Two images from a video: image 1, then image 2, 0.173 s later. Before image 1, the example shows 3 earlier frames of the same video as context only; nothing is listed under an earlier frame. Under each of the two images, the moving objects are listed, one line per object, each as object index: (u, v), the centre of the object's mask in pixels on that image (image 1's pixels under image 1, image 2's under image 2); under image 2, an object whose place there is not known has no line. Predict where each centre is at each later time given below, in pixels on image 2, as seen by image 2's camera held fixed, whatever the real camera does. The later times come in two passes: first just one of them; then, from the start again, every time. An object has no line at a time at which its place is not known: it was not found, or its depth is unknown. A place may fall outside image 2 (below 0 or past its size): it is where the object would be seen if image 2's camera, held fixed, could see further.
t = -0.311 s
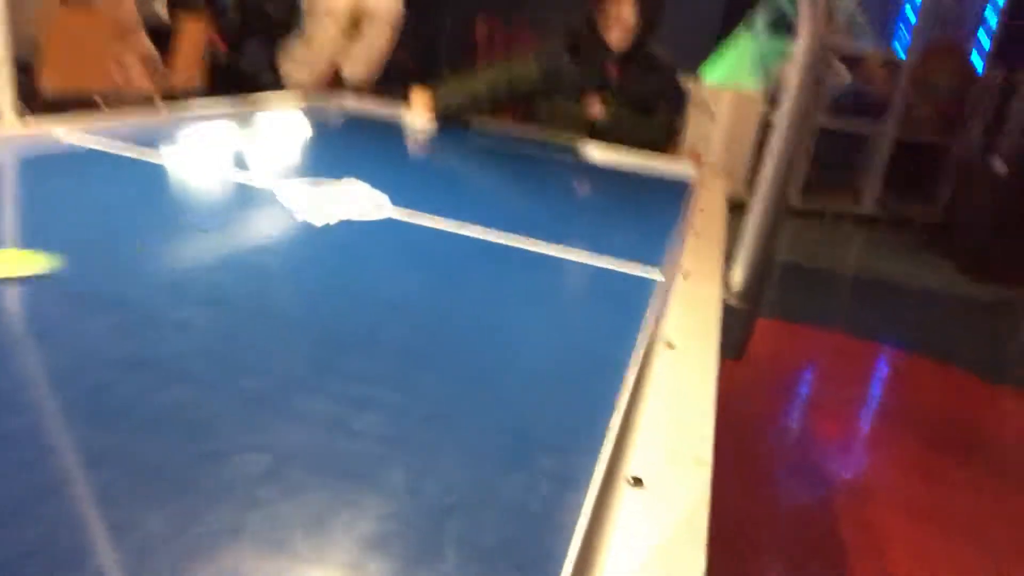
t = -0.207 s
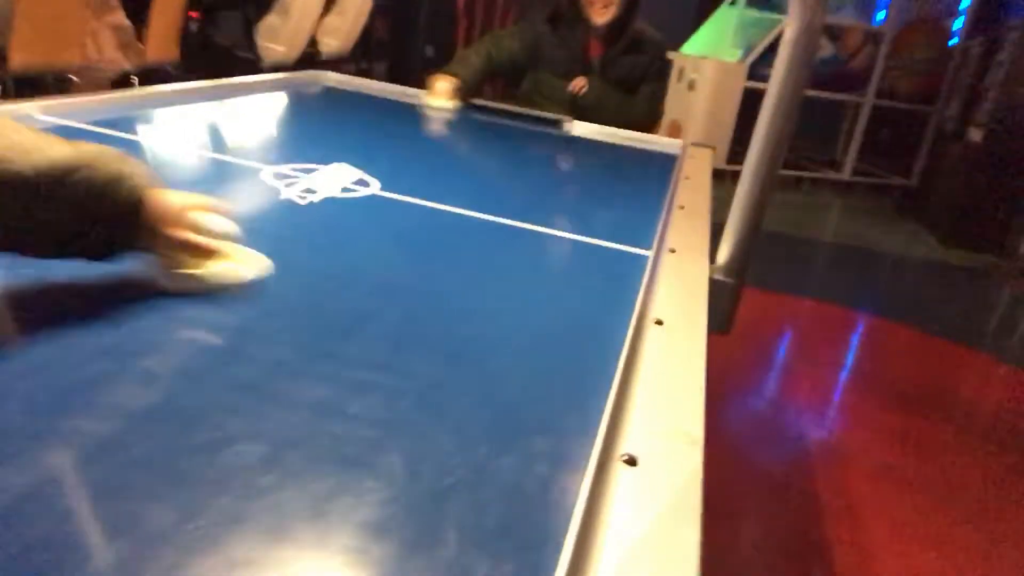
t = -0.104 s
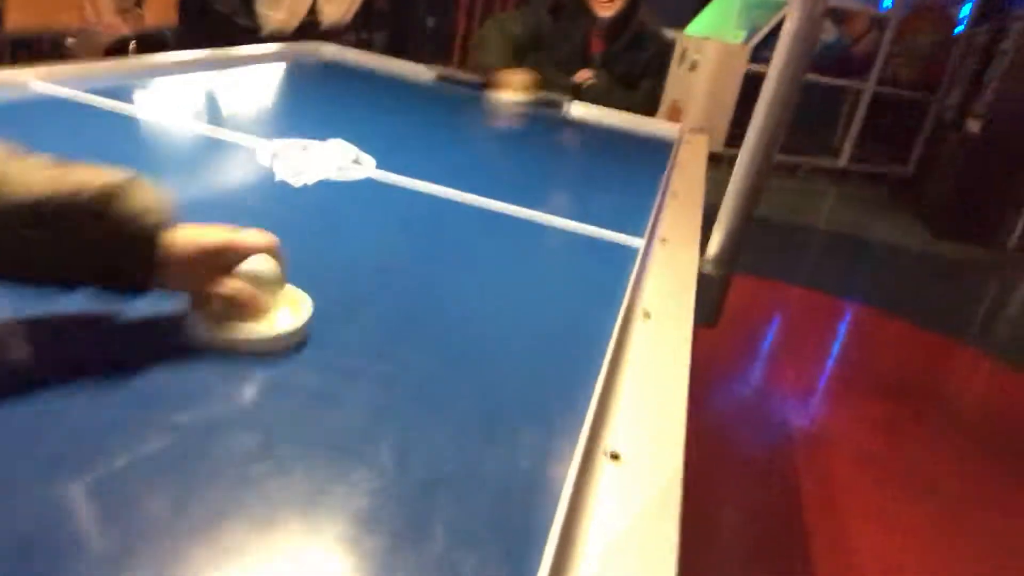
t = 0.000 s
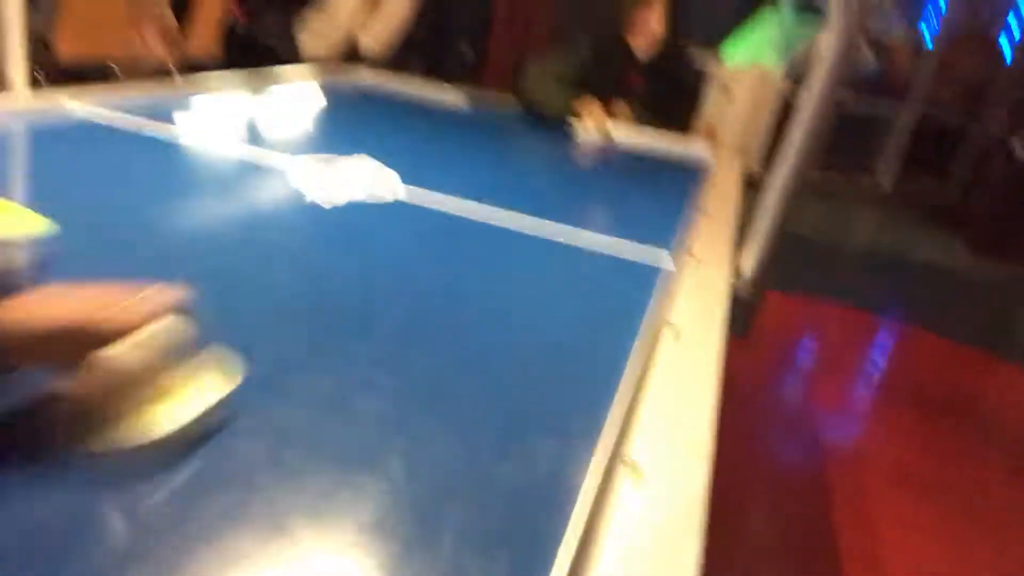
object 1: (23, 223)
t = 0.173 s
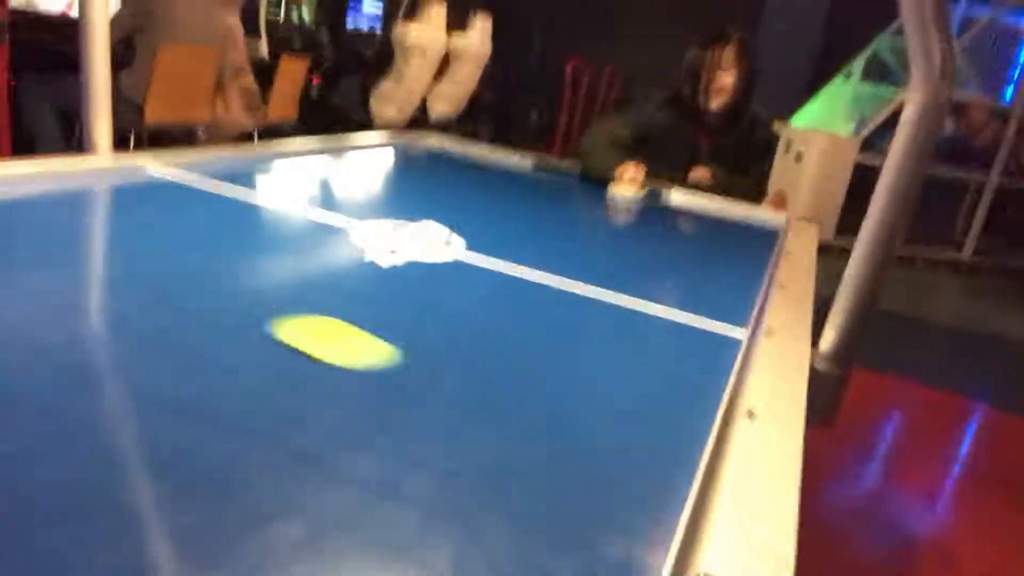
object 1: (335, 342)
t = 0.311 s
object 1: (583, 405)
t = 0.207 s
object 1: (393, 358)
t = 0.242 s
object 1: (455, 374)
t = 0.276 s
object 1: (519, 389)
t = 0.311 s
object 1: (583, 405)
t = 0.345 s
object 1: (642, 419)
